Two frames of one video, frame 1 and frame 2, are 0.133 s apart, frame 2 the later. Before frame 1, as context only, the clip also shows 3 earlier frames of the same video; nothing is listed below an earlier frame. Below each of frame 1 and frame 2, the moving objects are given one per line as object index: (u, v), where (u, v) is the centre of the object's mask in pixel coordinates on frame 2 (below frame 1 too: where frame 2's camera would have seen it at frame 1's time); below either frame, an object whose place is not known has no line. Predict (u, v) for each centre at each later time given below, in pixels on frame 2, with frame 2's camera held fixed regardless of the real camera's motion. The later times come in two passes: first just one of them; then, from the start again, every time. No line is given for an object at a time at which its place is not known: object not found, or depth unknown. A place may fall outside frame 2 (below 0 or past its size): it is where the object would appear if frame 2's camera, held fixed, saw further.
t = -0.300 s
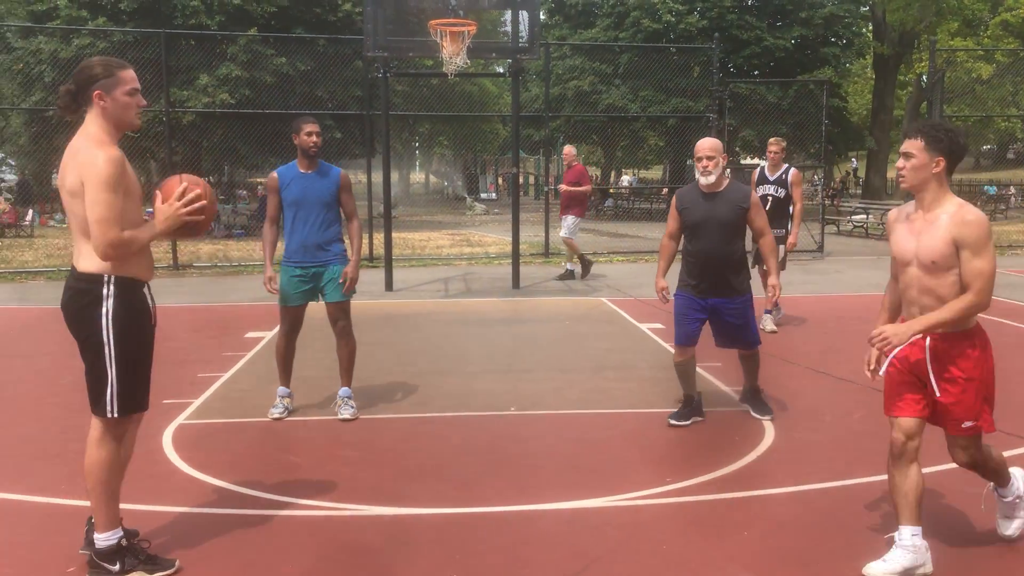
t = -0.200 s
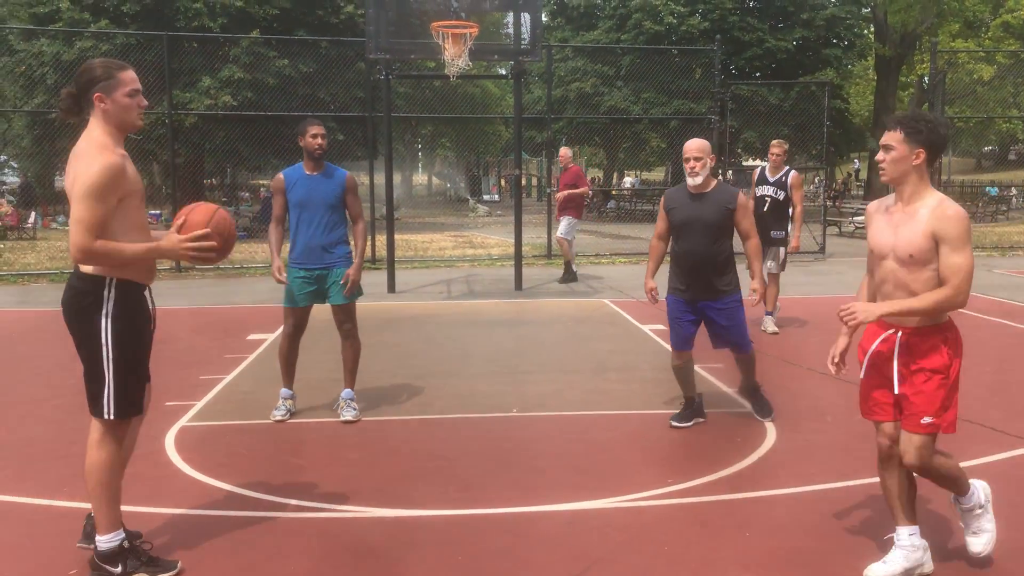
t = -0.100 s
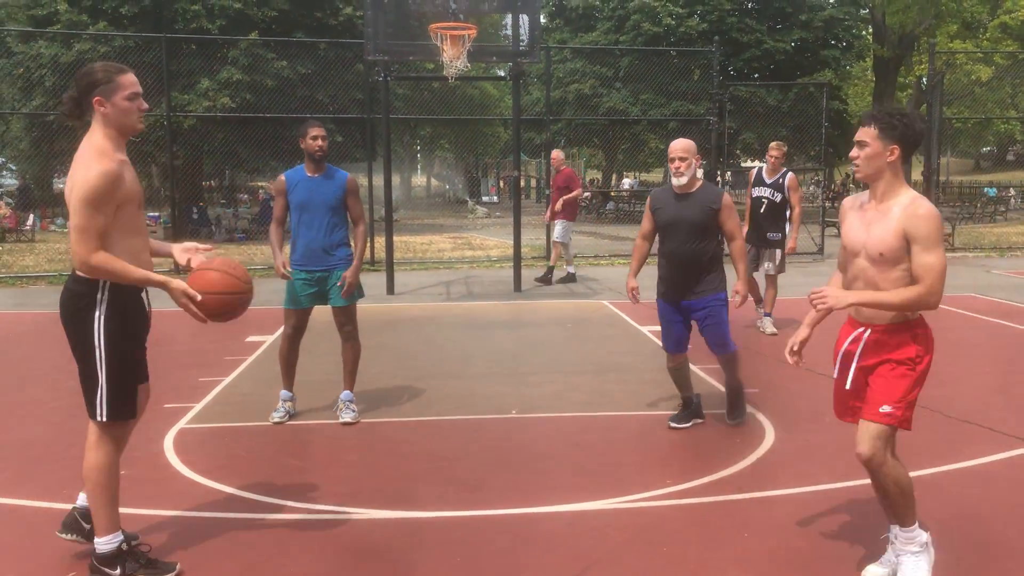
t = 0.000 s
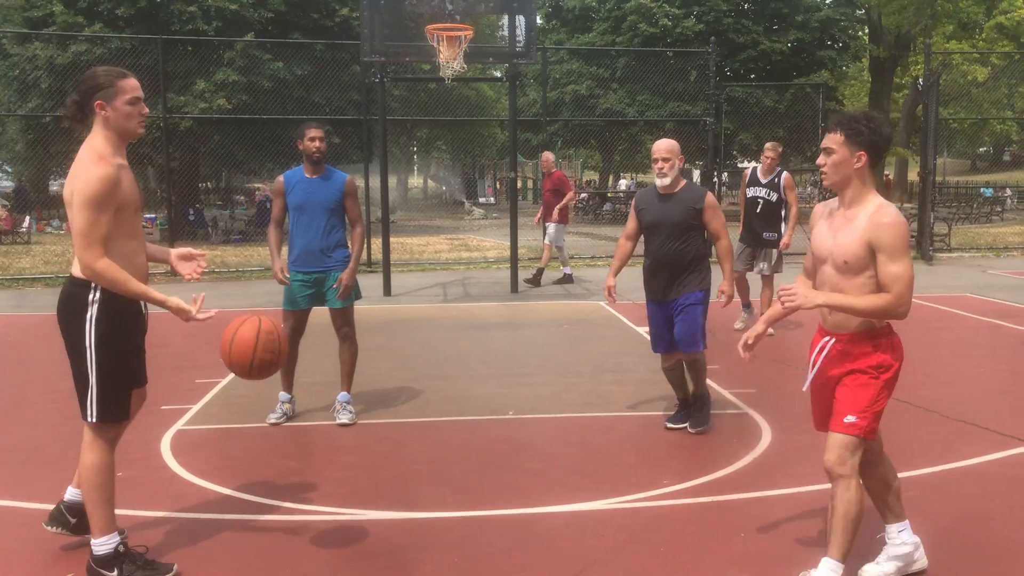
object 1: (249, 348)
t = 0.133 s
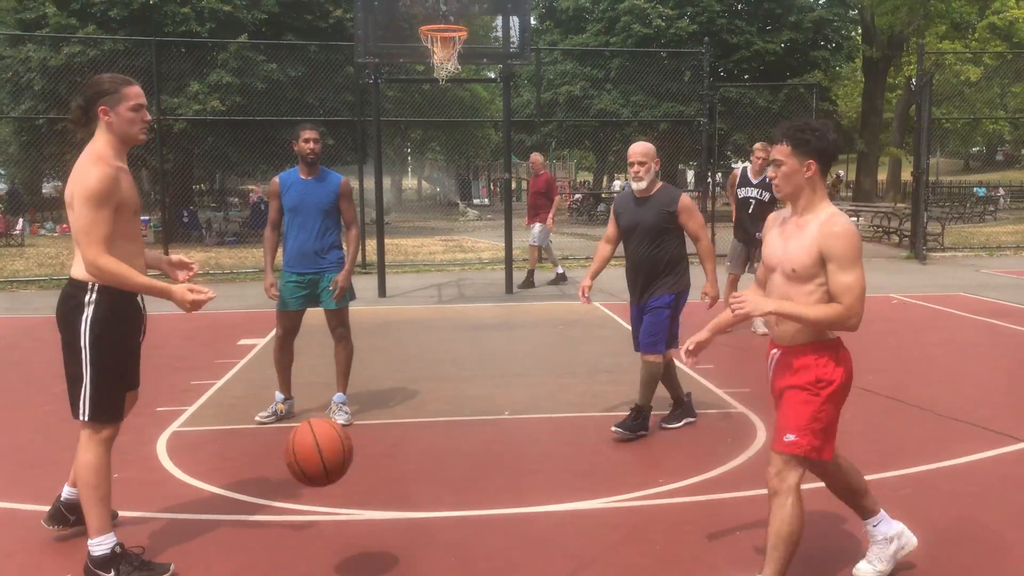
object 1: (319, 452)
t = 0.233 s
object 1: (372, 556)
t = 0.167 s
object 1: (336, 486)
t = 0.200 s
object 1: (354, 524)
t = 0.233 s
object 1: (372, 556)
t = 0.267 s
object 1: (389, 554)
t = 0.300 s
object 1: (406, 533)
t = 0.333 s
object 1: (423, 507)
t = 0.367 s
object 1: (441, 484)
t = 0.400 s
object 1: (459, 464)
